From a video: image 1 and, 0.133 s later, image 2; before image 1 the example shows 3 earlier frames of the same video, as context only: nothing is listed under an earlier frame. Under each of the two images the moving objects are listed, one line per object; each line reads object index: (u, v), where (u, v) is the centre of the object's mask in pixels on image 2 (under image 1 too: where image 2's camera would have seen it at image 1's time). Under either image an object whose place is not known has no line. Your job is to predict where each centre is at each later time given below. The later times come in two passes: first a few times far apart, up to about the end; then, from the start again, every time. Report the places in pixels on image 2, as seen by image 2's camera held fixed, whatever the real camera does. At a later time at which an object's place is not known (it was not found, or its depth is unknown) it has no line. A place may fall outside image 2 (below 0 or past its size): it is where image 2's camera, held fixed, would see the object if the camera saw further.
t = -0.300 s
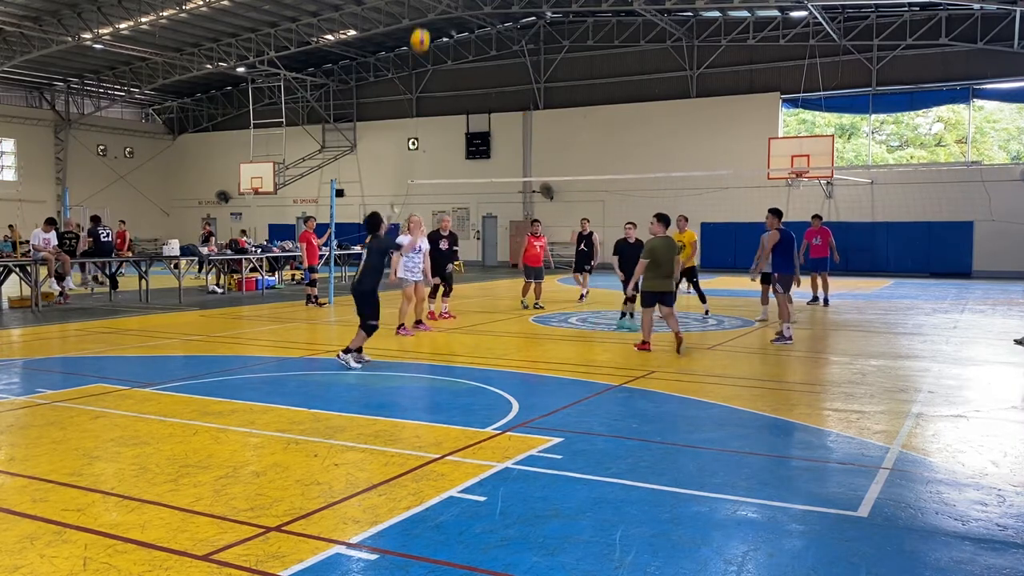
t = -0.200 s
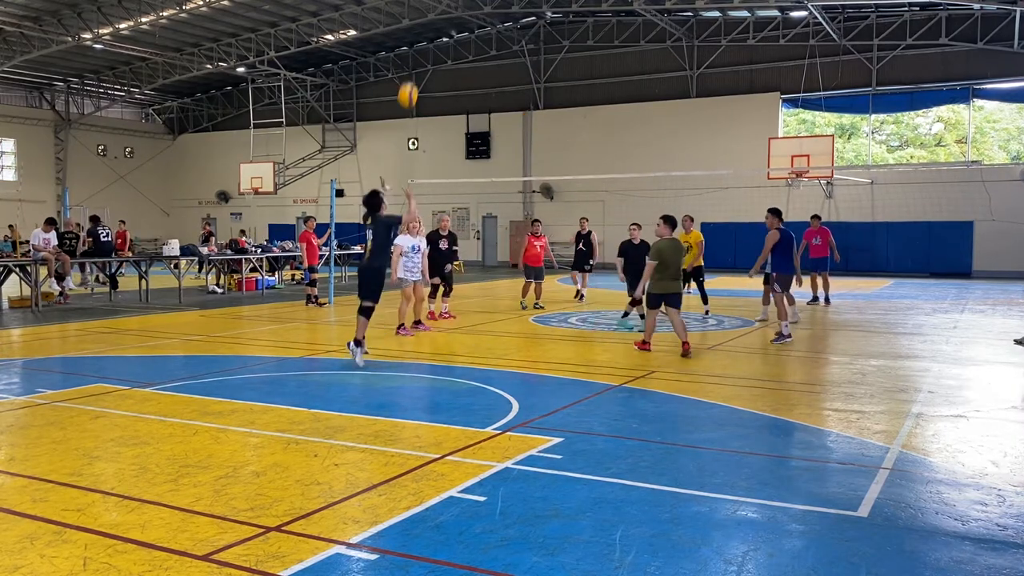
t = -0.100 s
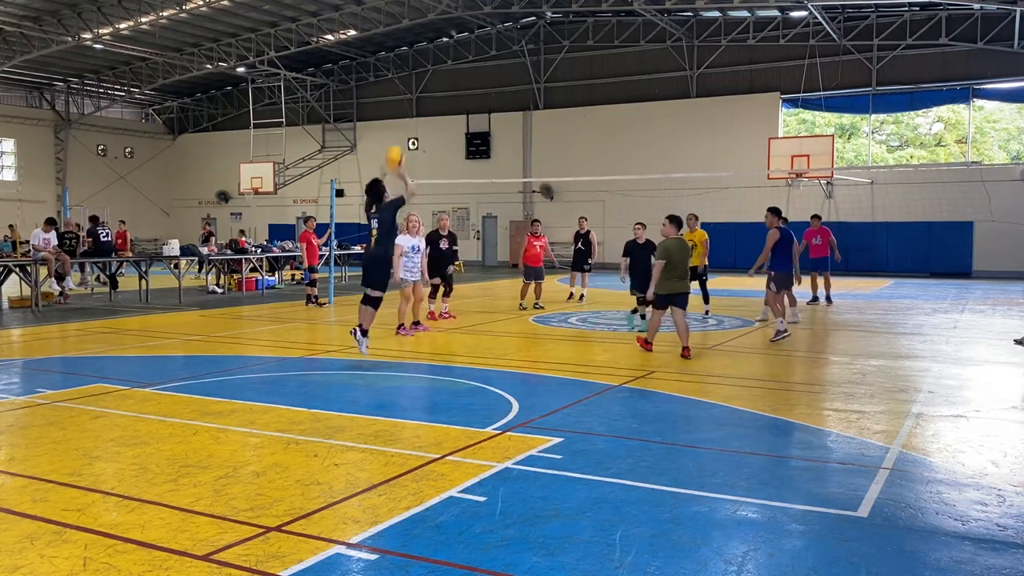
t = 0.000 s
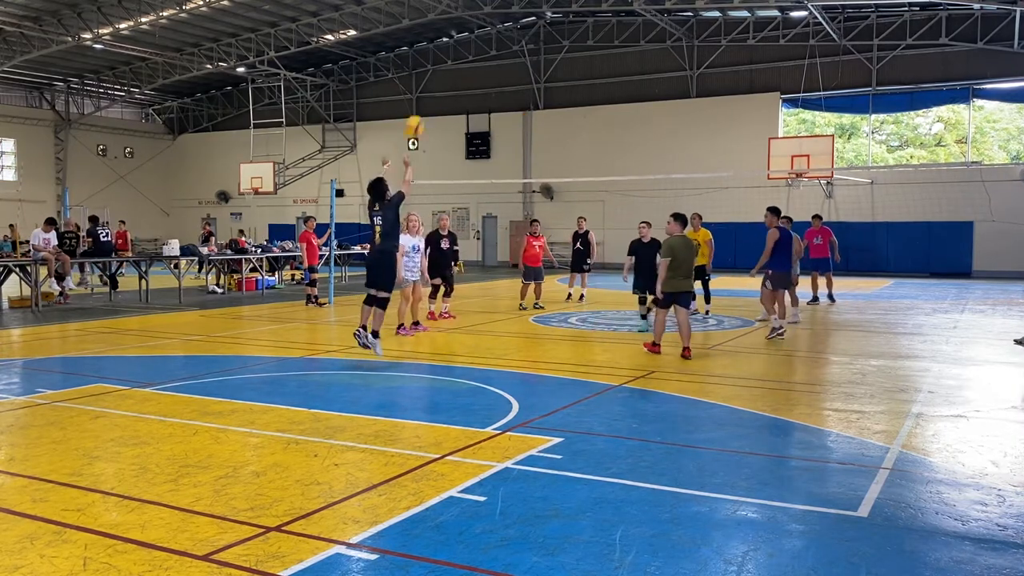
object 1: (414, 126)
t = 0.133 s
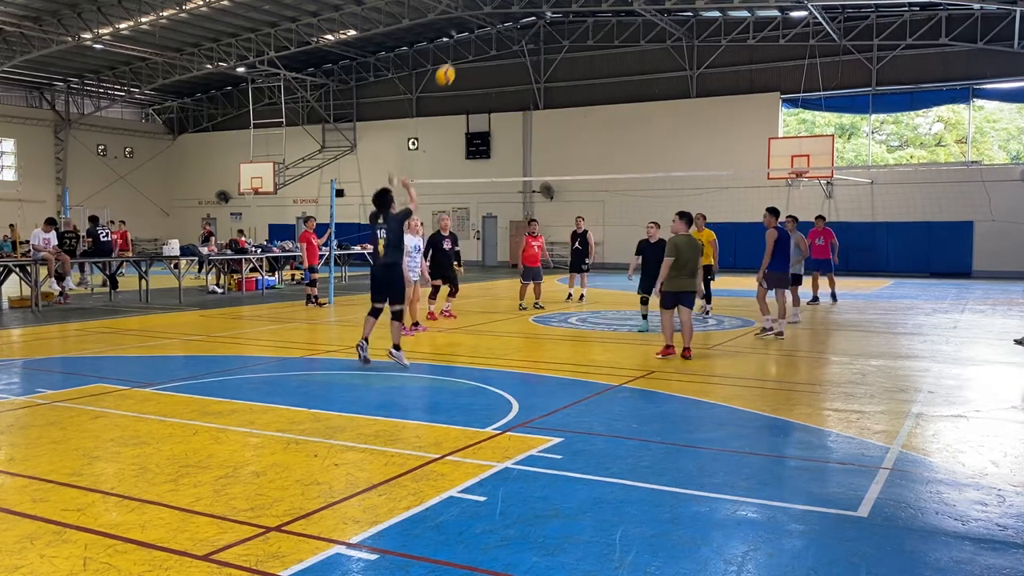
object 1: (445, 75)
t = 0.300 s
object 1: (481, 37)
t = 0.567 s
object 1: (529, 30)
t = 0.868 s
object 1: (574, 83)
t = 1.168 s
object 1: (610, 181)
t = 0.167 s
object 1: (452, 65)
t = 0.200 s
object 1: (460, 56)
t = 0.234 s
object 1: (467, 48)
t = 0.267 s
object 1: (474, 42)
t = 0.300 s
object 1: (481, 37)
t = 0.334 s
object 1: (487, 33)
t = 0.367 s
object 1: (494, 30)
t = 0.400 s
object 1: (500, 28)
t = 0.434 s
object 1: (507, 27)
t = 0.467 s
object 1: (512, 26)
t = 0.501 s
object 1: (518, 27)
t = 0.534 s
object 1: (524, 28)
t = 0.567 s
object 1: (529, 30)
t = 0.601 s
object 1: (535, 33)
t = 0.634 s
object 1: (540, 36)
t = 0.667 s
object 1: (546, 41)
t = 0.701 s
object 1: (551, 46)
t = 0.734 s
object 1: (556, 53)
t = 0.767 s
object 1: (561, 59)
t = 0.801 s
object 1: (565, 66)
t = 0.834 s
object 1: (570, 74)
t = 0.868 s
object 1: (574, 83)
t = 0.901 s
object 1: (579, 92)
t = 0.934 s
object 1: (583, 101)
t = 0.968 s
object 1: (587, 111)
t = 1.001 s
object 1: (591, 122)
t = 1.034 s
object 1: (595, 132)
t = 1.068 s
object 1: (600, 145)
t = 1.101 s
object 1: (603, 156)
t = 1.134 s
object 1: (607, 169)
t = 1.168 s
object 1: (610, 181)
